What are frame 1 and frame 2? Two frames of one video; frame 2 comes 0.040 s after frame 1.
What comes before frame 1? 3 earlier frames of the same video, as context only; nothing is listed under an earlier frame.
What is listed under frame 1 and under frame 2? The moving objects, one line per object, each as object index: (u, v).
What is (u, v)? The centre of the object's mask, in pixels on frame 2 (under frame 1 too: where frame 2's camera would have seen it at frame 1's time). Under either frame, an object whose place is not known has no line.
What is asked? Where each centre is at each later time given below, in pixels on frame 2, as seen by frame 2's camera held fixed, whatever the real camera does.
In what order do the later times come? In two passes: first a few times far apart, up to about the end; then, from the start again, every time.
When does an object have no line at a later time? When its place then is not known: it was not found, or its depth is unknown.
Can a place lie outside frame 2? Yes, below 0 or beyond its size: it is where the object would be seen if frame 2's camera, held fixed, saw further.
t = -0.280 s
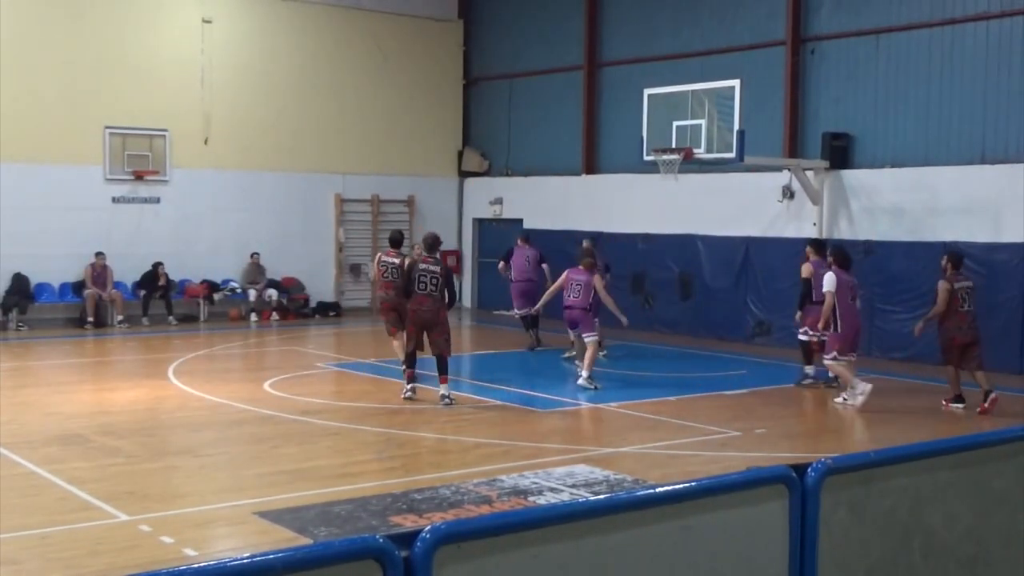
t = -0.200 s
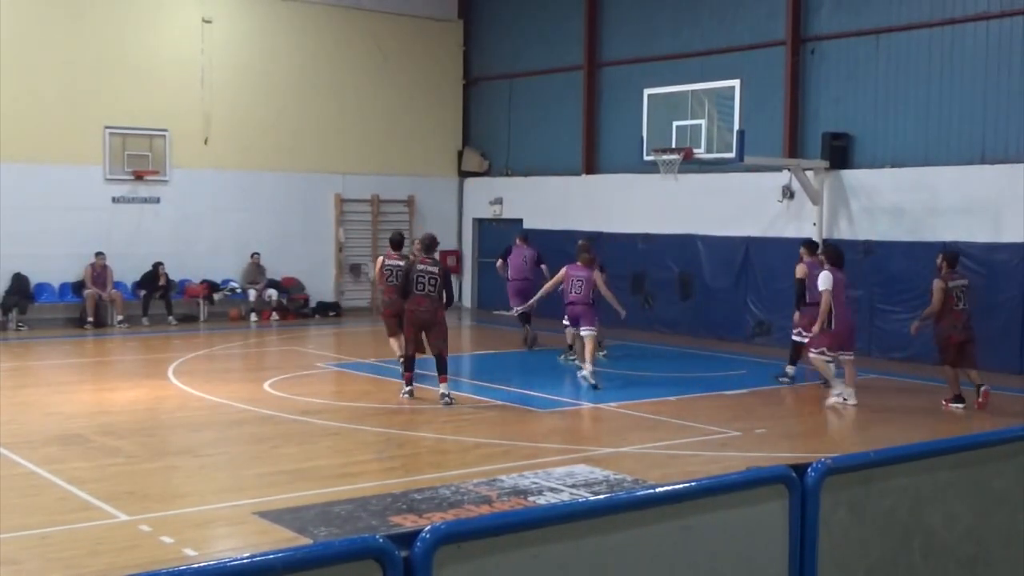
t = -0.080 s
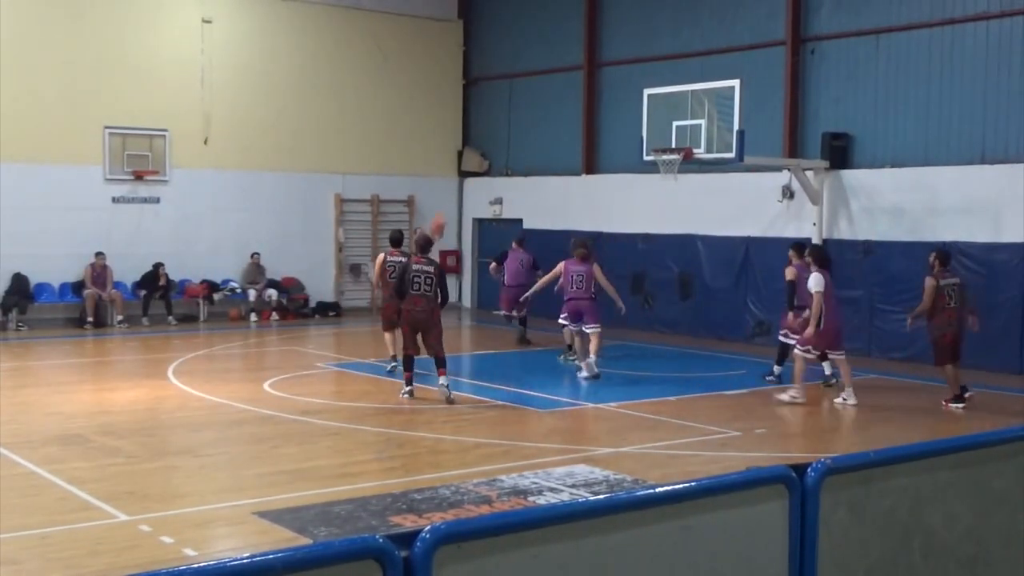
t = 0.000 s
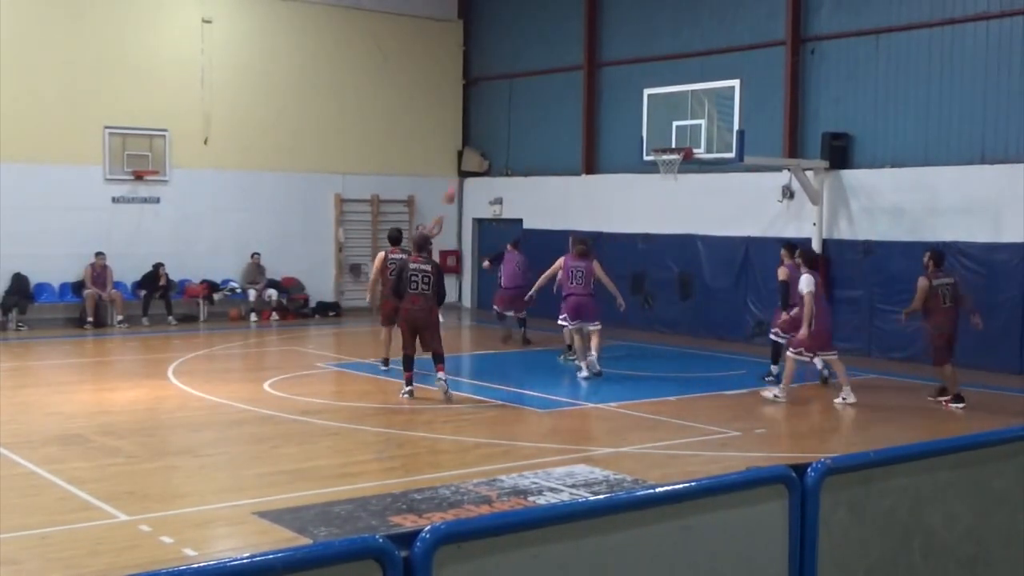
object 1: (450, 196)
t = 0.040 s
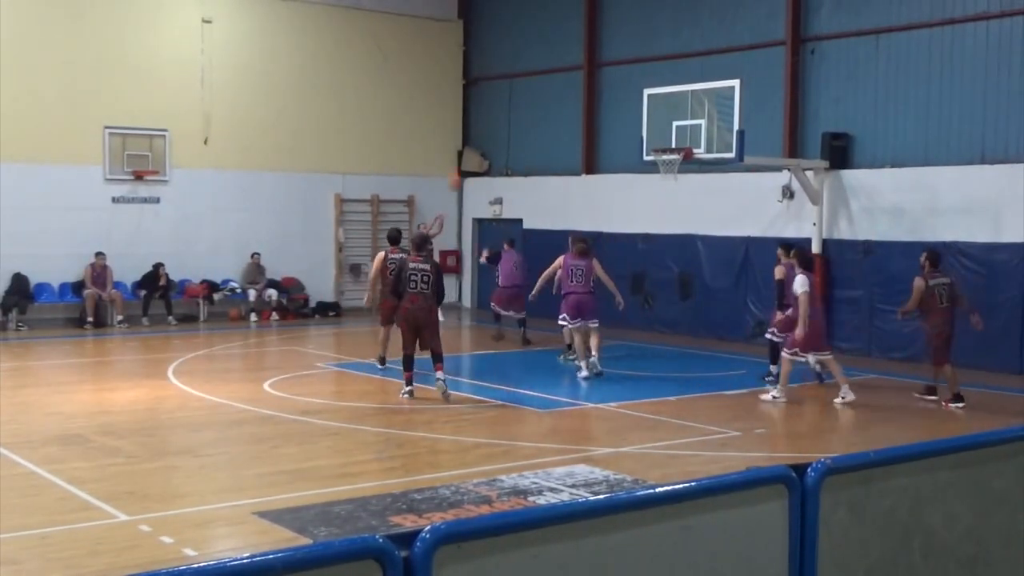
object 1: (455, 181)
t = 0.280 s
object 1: (497, 111)
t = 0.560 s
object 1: (551, 67)
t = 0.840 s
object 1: (608, 70)
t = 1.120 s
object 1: (671, 128)
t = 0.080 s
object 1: (462, 168)
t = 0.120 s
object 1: (469, 154)
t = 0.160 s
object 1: (476, 142)
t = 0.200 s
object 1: (483, 131)
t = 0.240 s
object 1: (491, 121)
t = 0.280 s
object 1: (497, 111)
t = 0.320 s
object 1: (504, 102)
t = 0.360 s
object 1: (513, 94)
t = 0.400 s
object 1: (520, 88)
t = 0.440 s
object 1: (527, 81)
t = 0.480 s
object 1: (535, 76)
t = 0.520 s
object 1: (542, 71)
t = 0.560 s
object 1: (551, 67)
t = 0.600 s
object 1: (558, 65)
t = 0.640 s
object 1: (566, 64)
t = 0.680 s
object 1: (575, 63)
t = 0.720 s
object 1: (583, 63)
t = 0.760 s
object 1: (591, 65)
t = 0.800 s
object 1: (599, 67)
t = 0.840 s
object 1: (608, 70)
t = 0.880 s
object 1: (617, 75)
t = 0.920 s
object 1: (626, 81)
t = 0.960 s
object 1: (634, 88)
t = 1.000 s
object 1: (643, 96)
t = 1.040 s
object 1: (654, 108)
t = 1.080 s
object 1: (663, 117)
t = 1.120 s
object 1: (671, 128)
